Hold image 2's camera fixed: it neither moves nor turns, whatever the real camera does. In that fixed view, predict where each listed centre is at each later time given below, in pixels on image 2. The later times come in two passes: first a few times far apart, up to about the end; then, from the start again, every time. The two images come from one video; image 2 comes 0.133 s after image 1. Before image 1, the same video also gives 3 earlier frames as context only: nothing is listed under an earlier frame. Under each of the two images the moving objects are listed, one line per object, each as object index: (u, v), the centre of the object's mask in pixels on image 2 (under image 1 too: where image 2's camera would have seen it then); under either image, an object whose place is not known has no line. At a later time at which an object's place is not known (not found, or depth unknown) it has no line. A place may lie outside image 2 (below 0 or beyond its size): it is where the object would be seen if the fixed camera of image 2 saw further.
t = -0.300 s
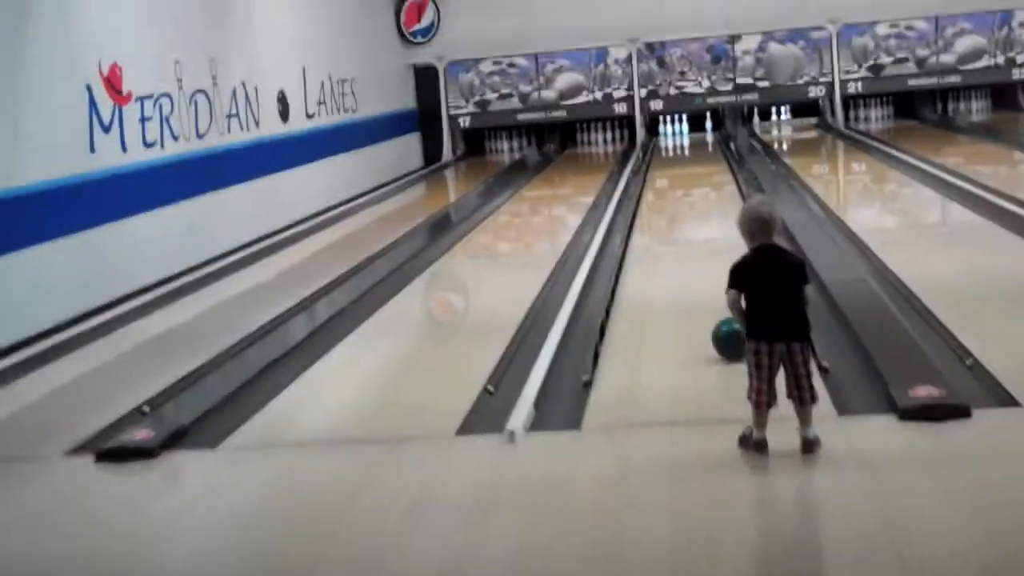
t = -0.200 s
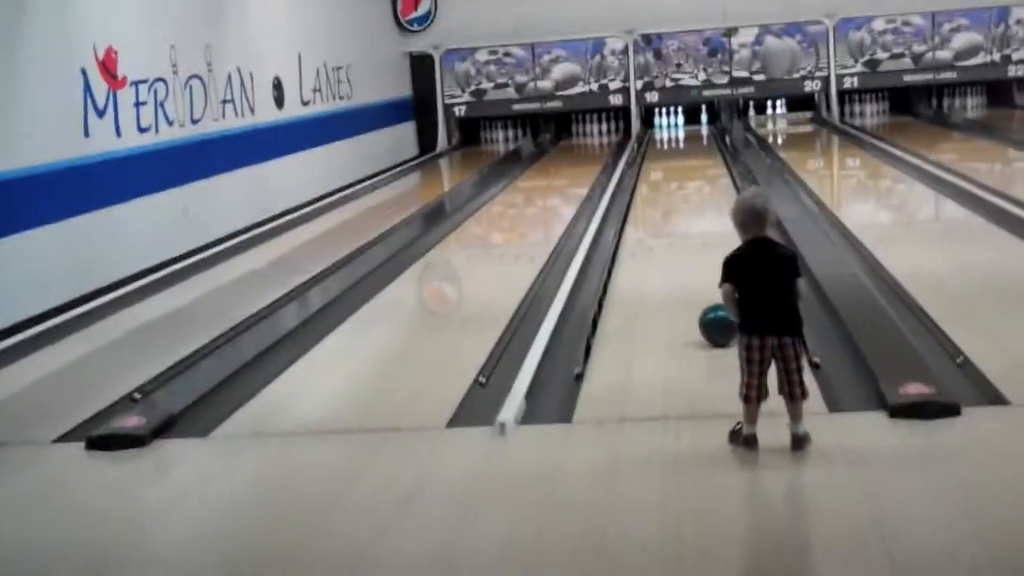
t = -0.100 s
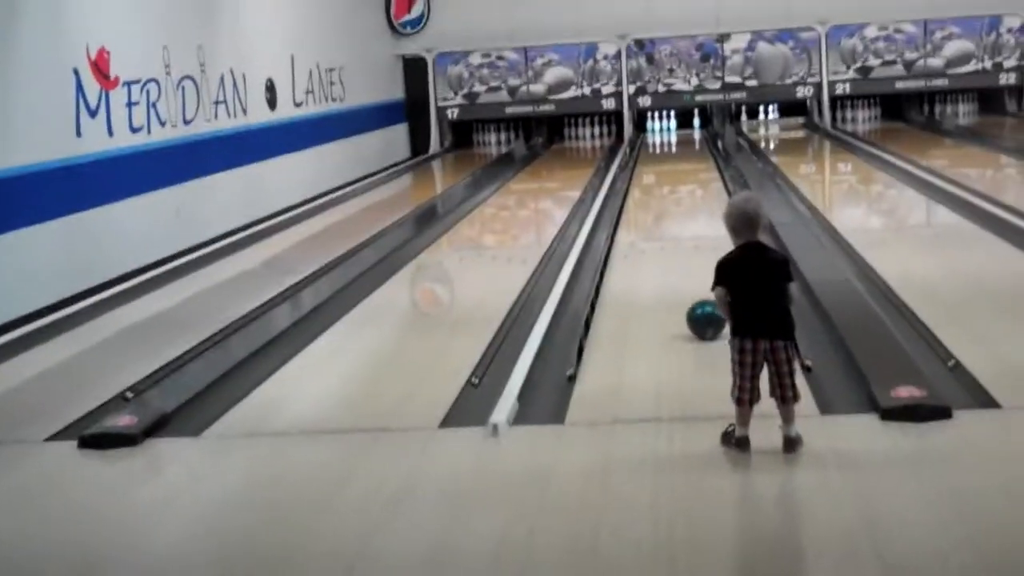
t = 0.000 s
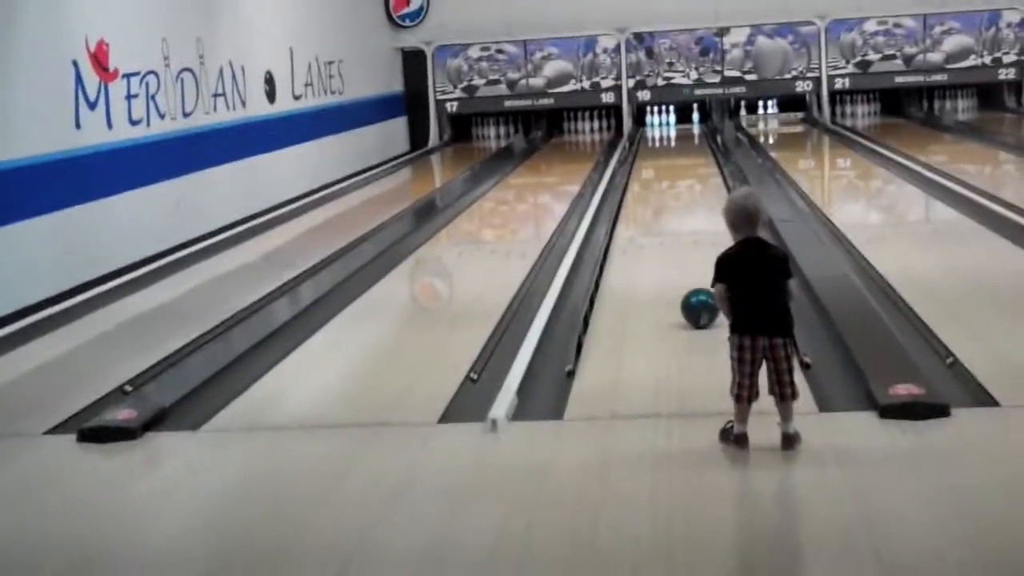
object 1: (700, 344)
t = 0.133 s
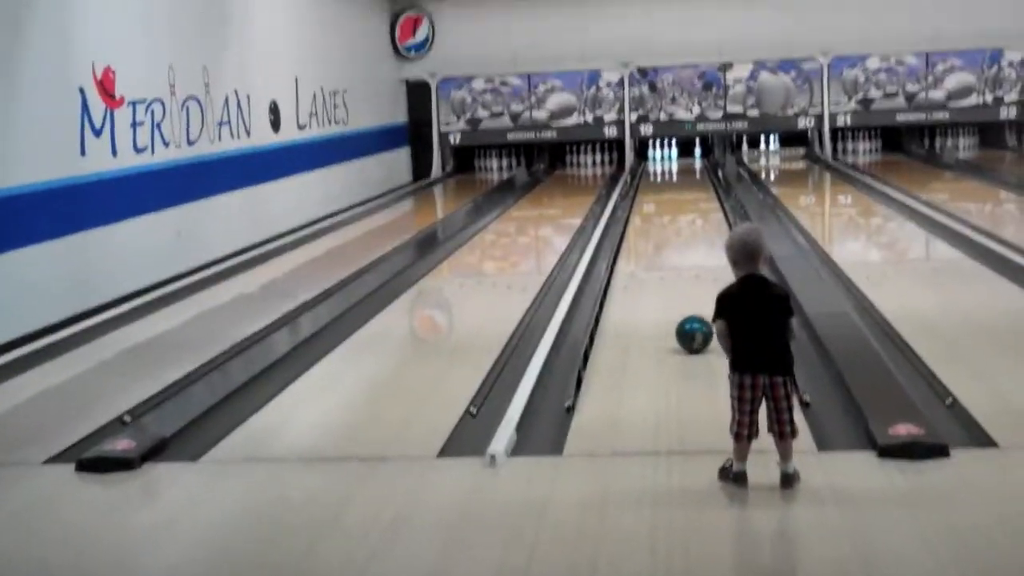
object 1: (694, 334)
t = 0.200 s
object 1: (692, 330)
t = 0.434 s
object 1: (683, 315)
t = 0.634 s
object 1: (677, 304)
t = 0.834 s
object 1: (671, 294)
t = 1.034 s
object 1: (666, 285)
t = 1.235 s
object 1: (661, 278)
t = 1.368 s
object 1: (659, 273)
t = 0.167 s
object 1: (693, 333)
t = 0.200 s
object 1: (692, 330)
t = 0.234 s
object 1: (690, 327)
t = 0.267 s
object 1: (689, 326)
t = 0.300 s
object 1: (688, 323)
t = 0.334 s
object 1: (686, 321)
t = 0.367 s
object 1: (685, 320)
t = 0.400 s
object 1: (684, 317)
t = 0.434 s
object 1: (683, 315)
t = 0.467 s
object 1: (682, 314)
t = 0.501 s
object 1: (681, 312)
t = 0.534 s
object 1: (679, 309)
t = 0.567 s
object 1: (679, 308)
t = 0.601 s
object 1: (678, 306)
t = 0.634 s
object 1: (677, 304)
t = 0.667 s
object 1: (676, 303)
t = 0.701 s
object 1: (675, 301)
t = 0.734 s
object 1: (674, 299)
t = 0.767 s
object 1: (673, 297)
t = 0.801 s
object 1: (672, 296)
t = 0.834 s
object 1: (671, 294)
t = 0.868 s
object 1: (670, 293)
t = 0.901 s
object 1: (669, 292)
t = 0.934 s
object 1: (668, 290)
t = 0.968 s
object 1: (668, 289)
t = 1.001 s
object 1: (667, 287)
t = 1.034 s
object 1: (666, 285)
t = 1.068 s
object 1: (665, 285)
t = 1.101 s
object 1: (664, 283)
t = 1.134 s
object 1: (664, 282)
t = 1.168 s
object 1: (663, 281)
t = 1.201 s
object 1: (662, 279)
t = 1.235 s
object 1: (661, 278)
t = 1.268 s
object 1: (661, 277)
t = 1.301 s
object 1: (660, 275)
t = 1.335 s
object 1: (659, 274)
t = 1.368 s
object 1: (659, 273)
